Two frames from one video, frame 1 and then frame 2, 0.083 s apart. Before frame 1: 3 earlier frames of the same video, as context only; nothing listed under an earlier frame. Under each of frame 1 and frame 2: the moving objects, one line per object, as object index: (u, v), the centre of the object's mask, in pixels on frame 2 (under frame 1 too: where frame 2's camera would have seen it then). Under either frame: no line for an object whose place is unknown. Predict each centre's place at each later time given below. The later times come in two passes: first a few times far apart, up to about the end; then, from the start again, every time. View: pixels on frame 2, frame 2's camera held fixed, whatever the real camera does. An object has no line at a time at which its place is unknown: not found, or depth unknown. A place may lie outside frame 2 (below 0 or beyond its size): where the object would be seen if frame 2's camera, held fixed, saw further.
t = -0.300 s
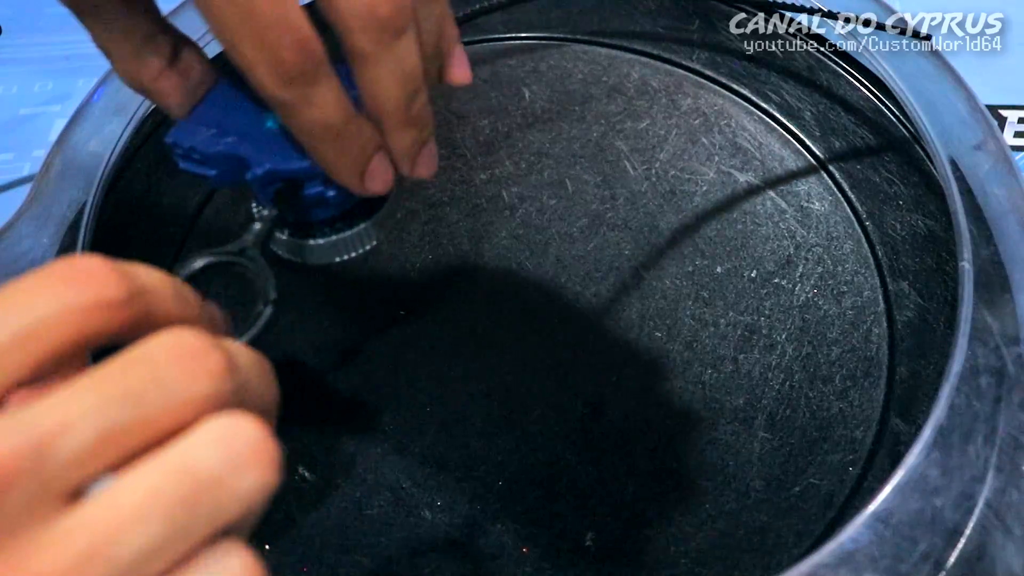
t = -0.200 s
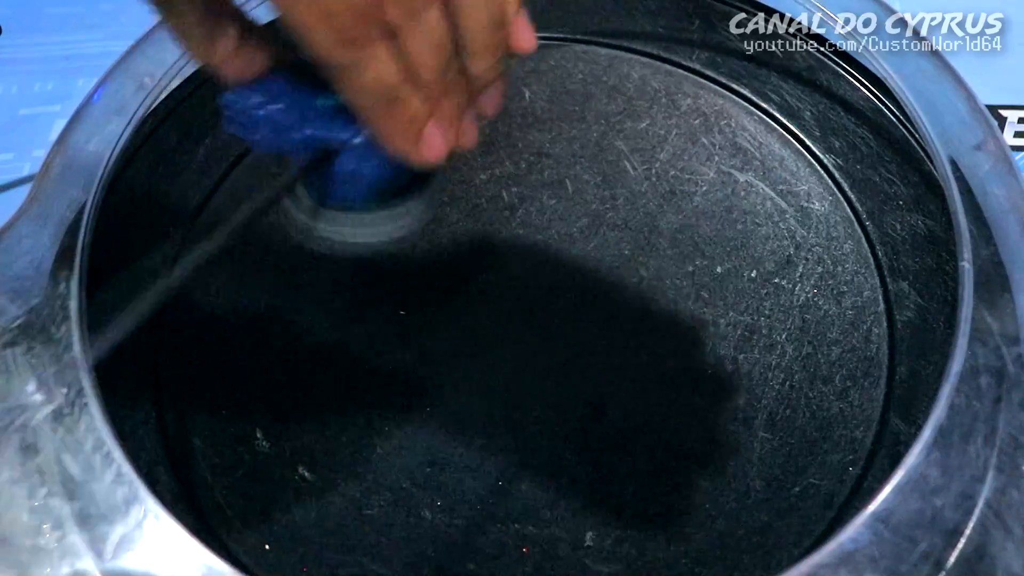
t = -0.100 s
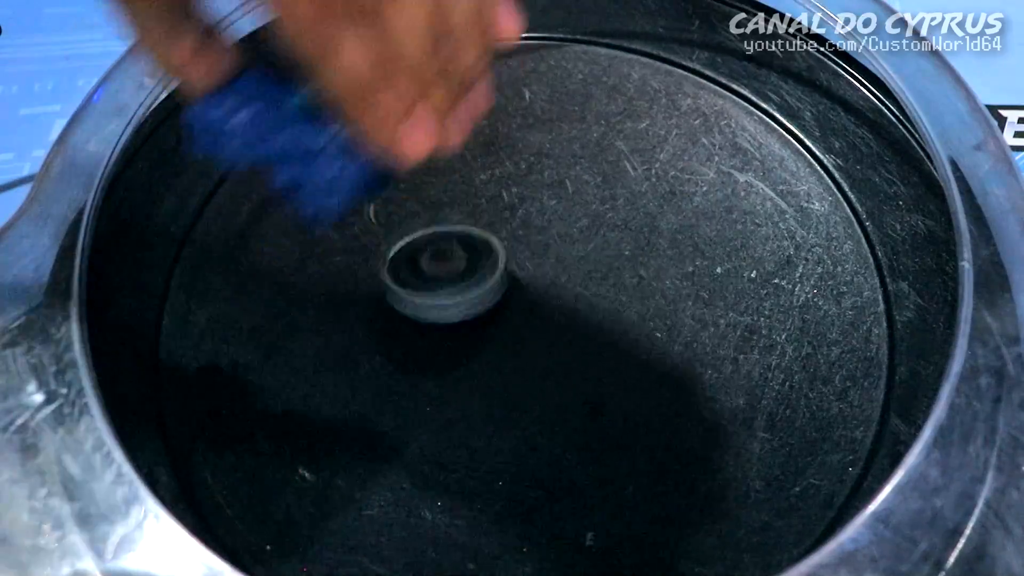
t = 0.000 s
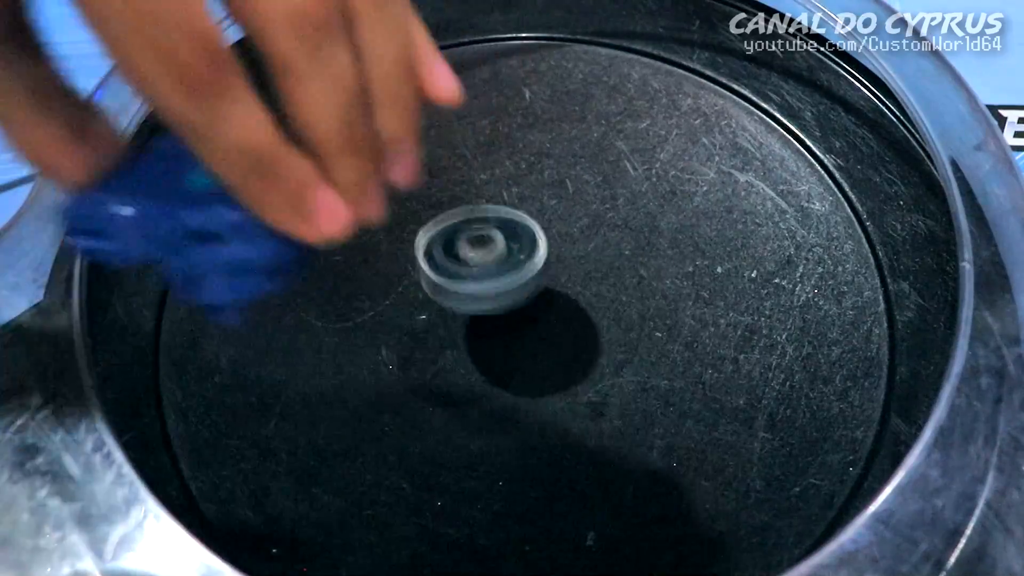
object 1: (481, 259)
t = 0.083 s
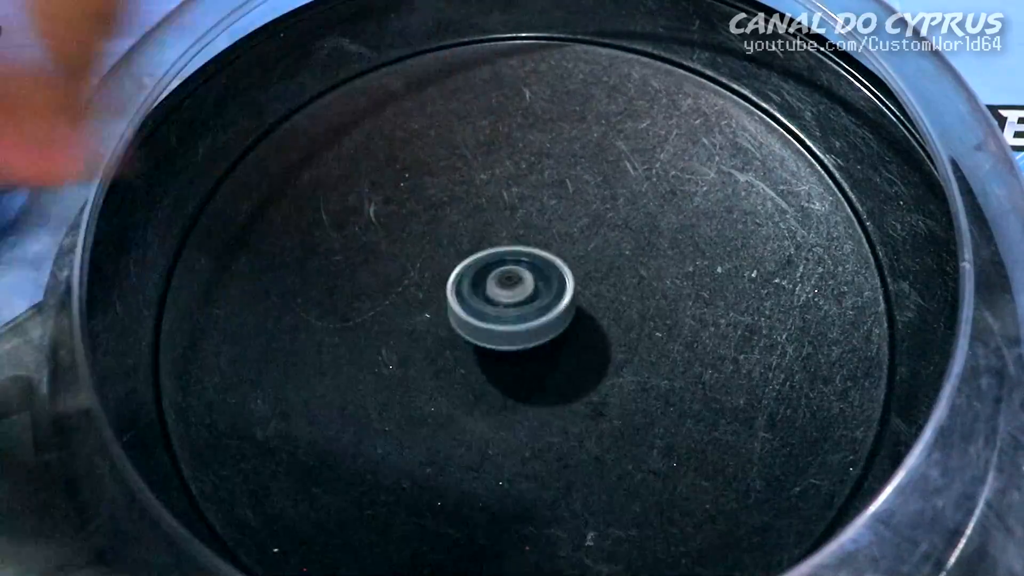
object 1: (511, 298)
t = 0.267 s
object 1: (485, 335)
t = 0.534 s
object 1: (405, 352)
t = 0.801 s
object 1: (384, 355)
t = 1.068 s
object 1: (392, 339)
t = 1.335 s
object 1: (419, 295)
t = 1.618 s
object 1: (461, 250)
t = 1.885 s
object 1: (502, 228)
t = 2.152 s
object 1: (548, 225)
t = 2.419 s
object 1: (584, 244)
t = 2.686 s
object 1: (709, 213)
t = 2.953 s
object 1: (720, 195)
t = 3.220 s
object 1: (603, 281)
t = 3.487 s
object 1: (557, 359)
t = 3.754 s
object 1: (527, 404)
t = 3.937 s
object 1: (501, 408)
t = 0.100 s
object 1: (514, 304)
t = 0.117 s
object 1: (517, 314)
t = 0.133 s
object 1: (518, 318)
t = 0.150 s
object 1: (517, 319)
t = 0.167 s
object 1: (516, 325)
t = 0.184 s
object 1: (514, 327)
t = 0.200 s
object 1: (511, 328)
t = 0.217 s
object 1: (507, 330)
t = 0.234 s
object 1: (501, 332)
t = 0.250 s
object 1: (494, 334)
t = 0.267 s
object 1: (485, 335)
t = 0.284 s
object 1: (476, 334)
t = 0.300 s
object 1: (469, 335)
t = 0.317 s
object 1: (463, 335)
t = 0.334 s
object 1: (457, 336)
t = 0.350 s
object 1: (451, 338)
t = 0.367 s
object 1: (446, 339)
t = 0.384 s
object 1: (440, 341)
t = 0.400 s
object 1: (435, 342)
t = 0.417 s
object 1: (430, 344)
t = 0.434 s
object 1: (426, 345)
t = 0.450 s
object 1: (422, 347)
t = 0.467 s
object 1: (418, 348)
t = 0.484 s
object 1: (414, 349)
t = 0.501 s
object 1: (411, 350)
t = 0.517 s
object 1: (408, 351)
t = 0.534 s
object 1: (405, 352)
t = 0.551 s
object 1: (403, 352)
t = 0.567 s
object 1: (400, 353)
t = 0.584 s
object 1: (398, 354)
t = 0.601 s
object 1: (396, 354)
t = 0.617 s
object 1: (394, 354)
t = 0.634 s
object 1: (393, 355)
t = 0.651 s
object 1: (391, 355)
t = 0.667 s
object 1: (390, 355)
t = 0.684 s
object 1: (388, 355)
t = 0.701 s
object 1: (387, 356)
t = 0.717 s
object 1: (386, 356)
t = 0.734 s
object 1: (386, 356)
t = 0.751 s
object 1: (385, 356)
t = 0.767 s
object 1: (385, 355)
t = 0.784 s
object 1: (384, 355)
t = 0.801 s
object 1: (384, 355)
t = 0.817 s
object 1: (384, 354)
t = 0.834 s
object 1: (384, 354)
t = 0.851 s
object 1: (384, 354)
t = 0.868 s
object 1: (384, 353)
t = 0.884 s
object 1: (384, 352)
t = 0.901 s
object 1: (385, 351)
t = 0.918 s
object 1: (385, 351)
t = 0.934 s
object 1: (385, 350)
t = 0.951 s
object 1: (386, 349)
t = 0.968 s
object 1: (386, 348)
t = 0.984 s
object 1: (387, 347)
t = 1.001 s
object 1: (387, 345)
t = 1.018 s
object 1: (388, 344)
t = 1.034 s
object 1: (389, 343)
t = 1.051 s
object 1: (390, 341)
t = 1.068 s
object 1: (392, 339)
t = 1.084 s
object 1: (393, 337)
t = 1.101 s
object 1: (394, 335)
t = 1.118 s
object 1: (395, 333)
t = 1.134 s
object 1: (396, 331)
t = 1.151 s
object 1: (398, 328)
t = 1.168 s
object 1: (400, 325)
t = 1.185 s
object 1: (401, 322)
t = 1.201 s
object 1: (402, 319)
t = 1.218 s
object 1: (404, 317)
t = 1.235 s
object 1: (406, 314)
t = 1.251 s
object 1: (409, 311)
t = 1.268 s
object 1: (411, 307)
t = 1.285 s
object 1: (413, 304)
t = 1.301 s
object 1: (415, 301)
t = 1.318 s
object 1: (417, 298)
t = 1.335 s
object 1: (419, 295)
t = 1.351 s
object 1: (422, 292)
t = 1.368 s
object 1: (424, 288)
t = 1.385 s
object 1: (426, 285)
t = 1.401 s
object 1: (428, 282)
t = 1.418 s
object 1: (430, 279)
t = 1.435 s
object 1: (433, 276)
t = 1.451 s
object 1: (436, 273)
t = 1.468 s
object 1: (438, 270)
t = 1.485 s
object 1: (440, 267)
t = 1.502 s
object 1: (442, 265)
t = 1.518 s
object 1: (445, 263)
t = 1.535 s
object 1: (448, 261)
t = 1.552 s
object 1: (451, 258)
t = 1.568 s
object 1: (453, 256)
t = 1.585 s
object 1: (456, 253)
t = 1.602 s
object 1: (458, 252)
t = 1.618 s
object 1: (461, 250)
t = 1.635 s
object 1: (464, 248)
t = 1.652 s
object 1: (466, 246)
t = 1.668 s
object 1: (469, 245)
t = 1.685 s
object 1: (471, 243)
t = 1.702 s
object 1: (473, 242)
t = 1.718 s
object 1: (476, 241)
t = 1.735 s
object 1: (478, 239)
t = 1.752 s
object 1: (481, 238)
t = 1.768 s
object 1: (483, 236)
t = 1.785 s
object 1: (486, 235)
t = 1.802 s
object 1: (488, 234)
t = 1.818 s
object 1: (491, 233)
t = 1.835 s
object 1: (494, 232)
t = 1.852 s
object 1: (497, 230)
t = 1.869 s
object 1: (499, 229)
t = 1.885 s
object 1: (502, 228)
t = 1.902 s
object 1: (505, 228)
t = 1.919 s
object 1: (508, 227)
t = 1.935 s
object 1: (511, 226)
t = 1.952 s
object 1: (513, 225)
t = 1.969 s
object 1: (516, 225)
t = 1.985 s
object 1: (519, 225)
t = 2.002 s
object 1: (522, 225)
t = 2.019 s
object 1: (525, 224)
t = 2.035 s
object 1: (528, 224)
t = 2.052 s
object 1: (531, 224)
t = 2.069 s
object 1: (534, 224)
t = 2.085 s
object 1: (537, 224)
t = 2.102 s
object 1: (540, 224)
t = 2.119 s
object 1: (543, 224)
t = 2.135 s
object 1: (545, 225)
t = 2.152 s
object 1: (548, 225)
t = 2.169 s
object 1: (550, 226)
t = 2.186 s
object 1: (553, 228)
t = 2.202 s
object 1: (555, 228)
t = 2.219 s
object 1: (558, 229)
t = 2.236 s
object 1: (560, 230)
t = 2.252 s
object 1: (562, 232)
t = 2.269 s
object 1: (564, 233)
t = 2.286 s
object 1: (567, 234)
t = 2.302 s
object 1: (569, 235)
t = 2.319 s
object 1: (571, 236)
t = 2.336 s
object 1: (573, 237)
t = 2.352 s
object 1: (575, 238)
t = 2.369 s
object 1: (578, 240)
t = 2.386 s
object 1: (580, 241)
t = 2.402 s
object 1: (582, 242)
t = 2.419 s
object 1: (584, 244)
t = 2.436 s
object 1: (586, 245)
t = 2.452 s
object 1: (588, 247)
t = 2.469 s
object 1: (590, 249)
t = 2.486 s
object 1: (592, 250)
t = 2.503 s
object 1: (594, 252)
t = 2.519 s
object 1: (595, 254)
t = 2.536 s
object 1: (597, 256)
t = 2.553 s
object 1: (598, 258)
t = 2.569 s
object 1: (600, 260)
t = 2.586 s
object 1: (601, 262)
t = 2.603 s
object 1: (603, 263)
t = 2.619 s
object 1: (611, 261)
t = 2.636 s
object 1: (637, 249)
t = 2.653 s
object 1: (660, 237)
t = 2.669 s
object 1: (685, 224)
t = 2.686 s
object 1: (709, 213)
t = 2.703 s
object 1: (730, 206)
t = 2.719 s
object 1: (748, 197)
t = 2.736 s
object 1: (763, 191)
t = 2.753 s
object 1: (775, 186)
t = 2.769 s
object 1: (784, 184)
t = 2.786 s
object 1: (789, 183)
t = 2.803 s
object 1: (790, 182)
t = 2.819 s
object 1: (788, 183)
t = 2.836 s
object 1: (784, 185)
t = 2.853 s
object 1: (777, 184)
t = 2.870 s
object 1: (769, 185)
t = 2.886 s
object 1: (760, 187)
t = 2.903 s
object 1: (749, 187)
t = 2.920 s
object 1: (739, 189)
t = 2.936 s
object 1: (729, 191)
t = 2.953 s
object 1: (720, 195)
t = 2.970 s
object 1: (711, 198)
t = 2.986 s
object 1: (702, 203)
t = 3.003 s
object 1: (693, 208)
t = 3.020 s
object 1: (684, 213)
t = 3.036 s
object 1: (675, 219)
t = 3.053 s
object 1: (667, 225)
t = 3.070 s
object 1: (659, 232)
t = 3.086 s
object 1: (651, 238)
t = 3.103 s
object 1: (644, 243)
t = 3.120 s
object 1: (637, 248)
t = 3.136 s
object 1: (629, 252)
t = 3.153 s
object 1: (622, 257)
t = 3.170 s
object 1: (616, 262)
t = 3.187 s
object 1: (611, 268)
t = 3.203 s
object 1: (607, 274)
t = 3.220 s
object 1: (603, 281)
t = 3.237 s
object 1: (600, 285)
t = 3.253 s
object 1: (596, 289)
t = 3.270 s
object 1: (593, 294)
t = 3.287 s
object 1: (590, 300)
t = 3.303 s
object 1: (585, 306)
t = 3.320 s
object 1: (581, 310)
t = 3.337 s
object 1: (579, 315)
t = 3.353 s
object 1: (576, 321)
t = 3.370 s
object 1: (573, 327)
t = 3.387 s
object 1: (571, 333)
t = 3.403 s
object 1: (568, 337)
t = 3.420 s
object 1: (566, 341)
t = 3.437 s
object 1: (563, 344)
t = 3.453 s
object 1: (561, 349)
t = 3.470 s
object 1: (559, 354)
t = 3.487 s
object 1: (557, 359)
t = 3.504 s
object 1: (554, 364)
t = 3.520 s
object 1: (551, 369)
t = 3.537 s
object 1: (549, 373)
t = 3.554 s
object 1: (546, 377)
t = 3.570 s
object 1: (544, 382)
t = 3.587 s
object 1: (541, 386)
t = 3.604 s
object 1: (538, 390)
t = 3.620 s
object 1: (537, 393)
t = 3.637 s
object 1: (535, 396)
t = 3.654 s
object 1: (534, 398)
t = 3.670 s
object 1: (533, 401)
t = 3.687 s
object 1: (532, 402)
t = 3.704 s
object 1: (530, 403)
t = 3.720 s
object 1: (530, 404)
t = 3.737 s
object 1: (529, 404)
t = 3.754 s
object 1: (527, 404)
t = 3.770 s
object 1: (525, 404)
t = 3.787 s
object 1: (523, 406)
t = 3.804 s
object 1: (522, 407)
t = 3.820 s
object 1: (520, 407)
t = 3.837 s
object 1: (520, 407)
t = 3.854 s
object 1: (518, 406)
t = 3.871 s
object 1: (515, 406)
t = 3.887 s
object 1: (512, 406)
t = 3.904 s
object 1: (508, 407)
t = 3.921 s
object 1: (504, 407)
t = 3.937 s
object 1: (501, 408)
